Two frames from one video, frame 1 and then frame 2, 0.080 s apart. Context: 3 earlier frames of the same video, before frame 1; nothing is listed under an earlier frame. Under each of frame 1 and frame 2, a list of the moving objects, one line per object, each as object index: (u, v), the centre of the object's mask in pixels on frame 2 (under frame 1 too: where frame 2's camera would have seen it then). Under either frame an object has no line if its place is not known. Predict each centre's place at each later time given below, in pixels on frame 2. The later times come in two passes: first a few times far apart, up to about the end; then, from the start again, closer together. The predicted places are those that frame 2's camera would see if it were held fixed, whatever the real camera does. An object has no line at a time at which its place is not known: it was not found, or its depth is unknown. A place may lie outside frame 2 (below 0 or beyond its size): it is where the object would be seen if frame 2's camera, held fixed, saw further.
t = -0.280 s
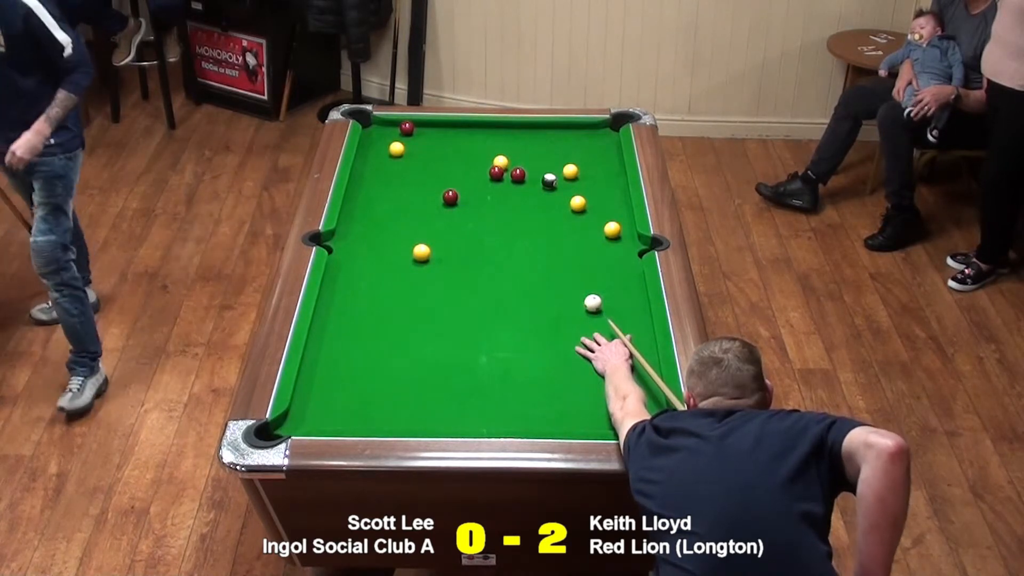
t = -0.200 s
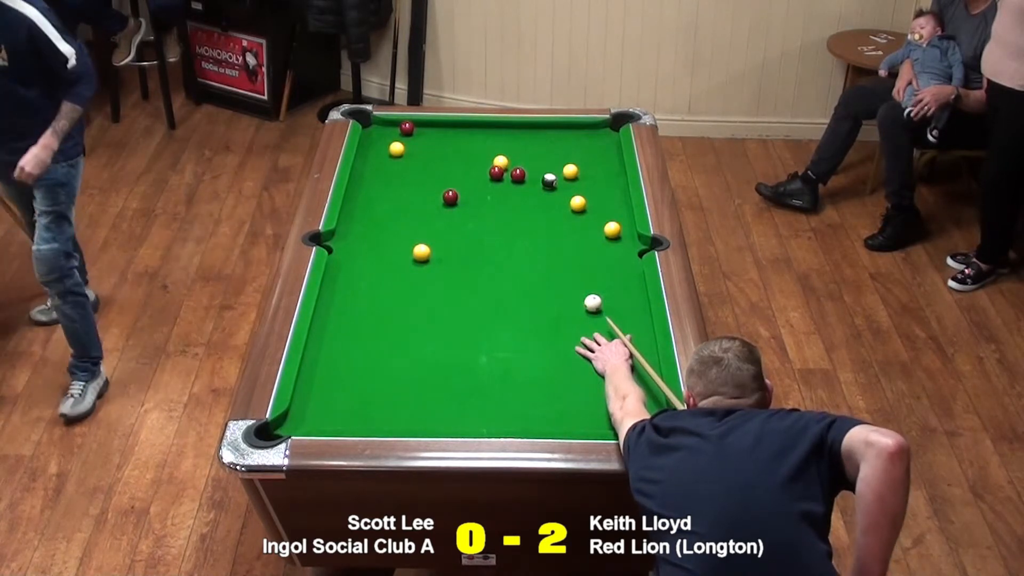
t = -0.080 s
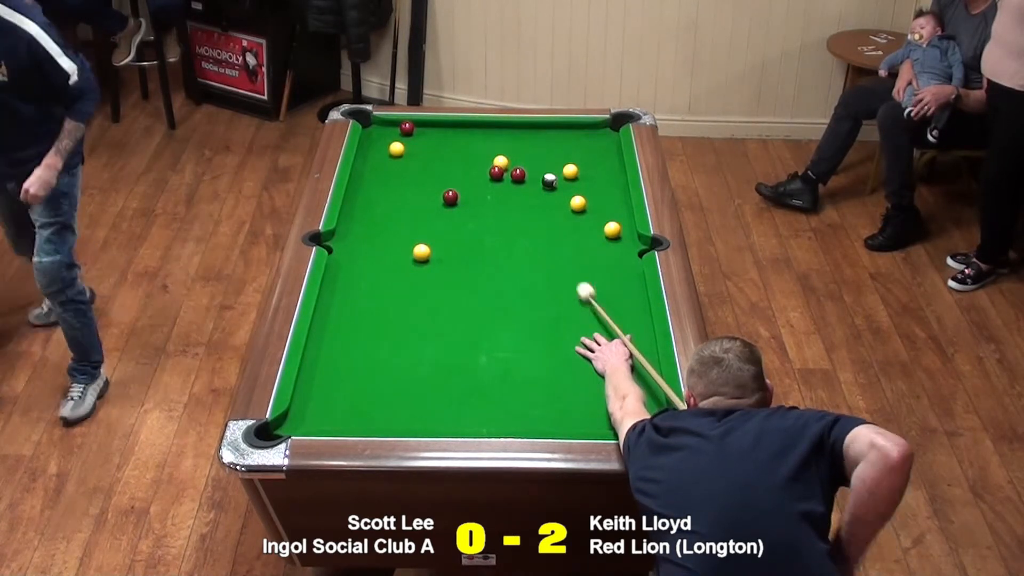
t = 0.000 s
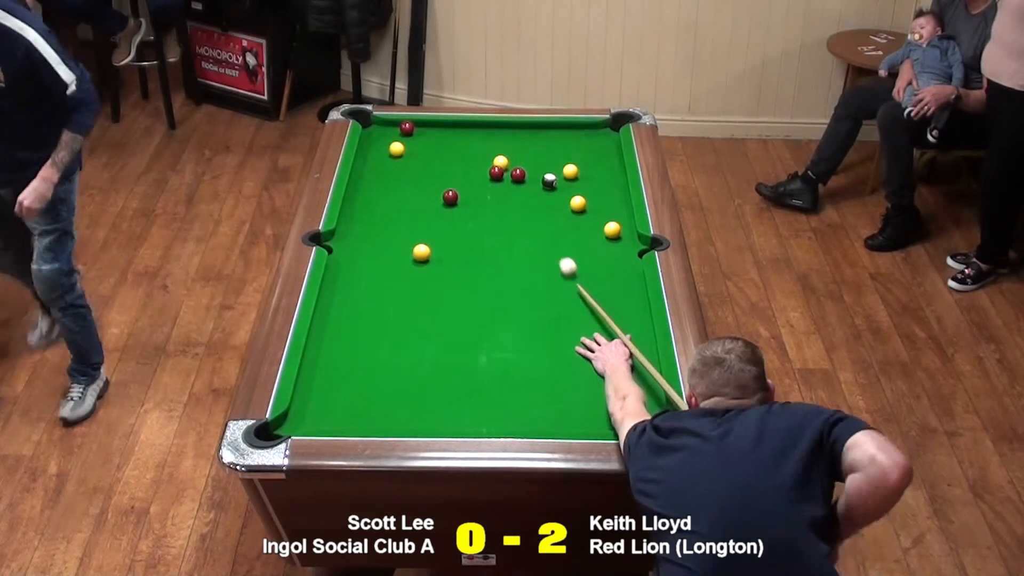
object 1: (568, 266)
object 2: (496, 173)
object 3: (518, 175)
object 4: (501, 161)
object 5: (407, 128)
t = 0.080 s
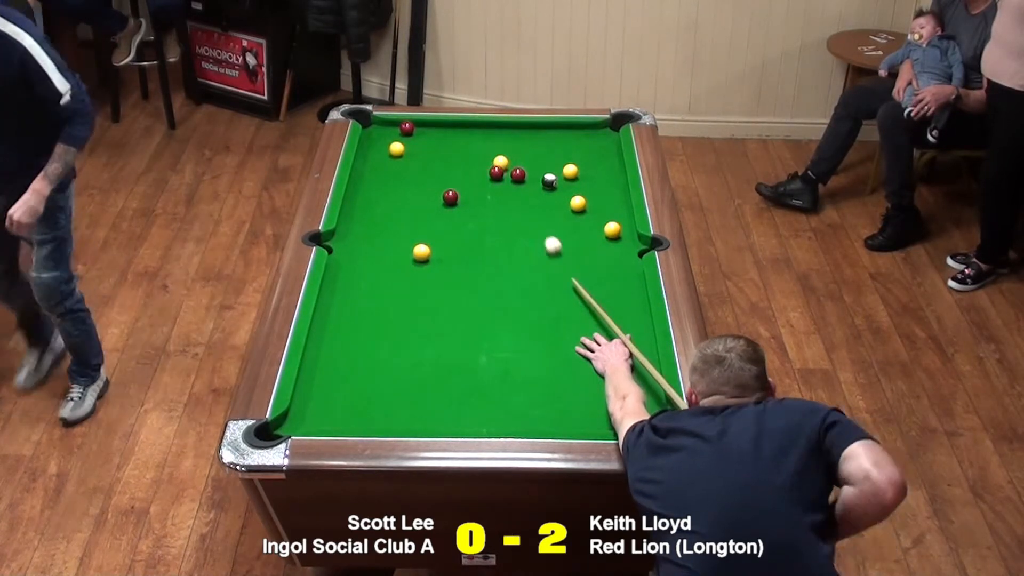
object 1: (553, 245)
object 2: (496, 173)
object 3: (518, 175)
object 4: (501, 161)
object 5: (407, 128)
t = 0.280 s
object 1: (520, 198)
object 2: (496, 173)
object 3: (518, 175)
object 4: (501, 161)
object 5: (407, 128)
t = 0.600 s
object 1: (508, 172)
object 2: (457, 149)
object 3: (532, 171)
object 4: (500, 162)
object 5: (406, 128)
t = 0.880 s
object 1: (514, 166)
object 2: (420, 126)
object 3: (546, 166)
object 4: (497, 159)
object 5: (405, 128)
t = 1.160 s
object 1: (521, 164)
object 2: (404, 138)
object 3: (558, 162)
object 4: (492, 155)
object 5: (389, 129)
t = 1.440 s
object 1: (526, 162)
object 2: (389, 144)
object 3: (569, 158)
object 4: (488, 152)
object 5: (375, 130)
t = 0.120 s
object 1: (546, 235)
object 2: (496, 173)
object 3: (518, 175)
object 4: (501, 161)
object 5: (407, 128)
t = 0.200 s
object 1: (532, 216)
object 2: (496, 173)
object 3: (518, 175)
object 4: (501, 161)
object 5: (407, 128)
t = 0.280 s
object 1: (520, 198)
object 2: (496, 173)
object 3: (518, 175)
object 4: (501, 161)
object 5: (407, 128)
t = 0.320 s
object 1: (514, 190)
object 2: (496, 173)
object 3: (518, 175)
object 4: (501, 161)
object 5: (407, 128)
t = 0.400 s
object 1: (506, 178)
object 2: (492, 171)
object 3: (520, 174)
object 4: (501, 162)
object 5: (407, 128)
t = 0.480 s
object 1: (508, 177)
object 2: (475, 160)
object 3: (525, 173)
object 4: (500, 162)
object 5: (407, 128)
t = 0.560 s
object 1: (508, 174)
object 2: (463, 153)
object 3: (529, 172)
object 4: (500, 162)
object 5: (406, 128)
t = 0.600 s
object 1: (508, 172)
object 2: (457, 149)
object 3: (532, 171)
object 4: (500, 162)
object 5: (406, 128)
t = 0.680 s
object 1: (508, 169)
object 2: (445, 143)
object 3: (536, 169)
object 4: (499, 161)
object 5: (407, 128)
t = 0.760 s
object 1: (510, 168)
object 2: (434, 136)
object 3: (540, 168)
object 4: (499, 161)
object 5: (406, 128)
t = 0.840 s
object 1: (513, 167)
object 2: (424, 129)
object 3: (544, 166)
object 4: (497, 160)
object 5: (406, 128)
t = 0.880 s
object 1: (514, 166)
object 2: (420, 126)
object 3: (546, 166)
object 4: (497, 159)
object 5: (405, 128)
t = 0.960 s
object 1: (516, 166)
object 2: (415, 128)
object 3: (549, 165)
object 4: (495, 158)
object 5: (400, 128)
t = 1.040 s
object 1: (518, 165)
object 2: (411, 132)
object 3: (553, 164)
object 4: (494, 157)
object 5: (396, 129)
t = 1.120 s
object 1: (520, 164)
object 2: (406, 137)
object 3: (557, 163)
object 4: (493, 155)
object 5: (391, 129)
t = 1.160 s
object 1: (521, 164)
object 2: (404, 138)
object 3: (558, 162)
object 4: (492, 155)
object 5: (389, 129)
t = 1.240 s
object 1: (522, 163)
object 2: (400, 140)
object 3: (561, 161)
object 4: (491, 154)
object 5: (385, 129)
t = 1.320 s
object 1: (524, 162)
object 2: (395, 142)
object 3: (564, 159)
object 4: (489, 153)
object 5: (381, 129)
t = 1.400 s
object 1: (525, 162)
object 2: (391, 144)
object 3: (568, 158)
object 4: (488, 152)
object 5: (377, 130)
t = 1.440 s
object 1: (526, 162)
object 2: (389, 144)
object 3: (569, 158)
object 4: (488, 152)
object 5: (375, 130)
